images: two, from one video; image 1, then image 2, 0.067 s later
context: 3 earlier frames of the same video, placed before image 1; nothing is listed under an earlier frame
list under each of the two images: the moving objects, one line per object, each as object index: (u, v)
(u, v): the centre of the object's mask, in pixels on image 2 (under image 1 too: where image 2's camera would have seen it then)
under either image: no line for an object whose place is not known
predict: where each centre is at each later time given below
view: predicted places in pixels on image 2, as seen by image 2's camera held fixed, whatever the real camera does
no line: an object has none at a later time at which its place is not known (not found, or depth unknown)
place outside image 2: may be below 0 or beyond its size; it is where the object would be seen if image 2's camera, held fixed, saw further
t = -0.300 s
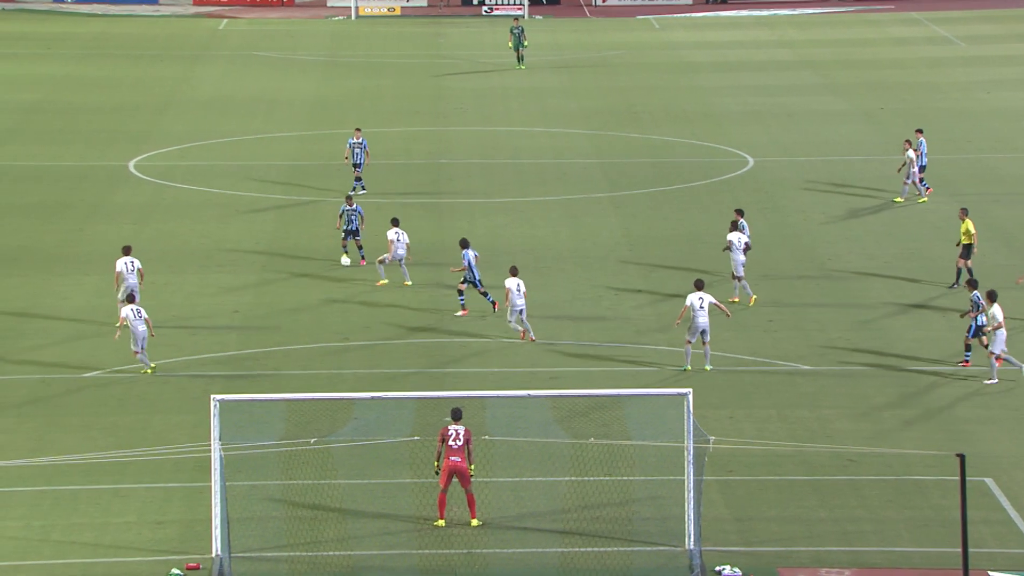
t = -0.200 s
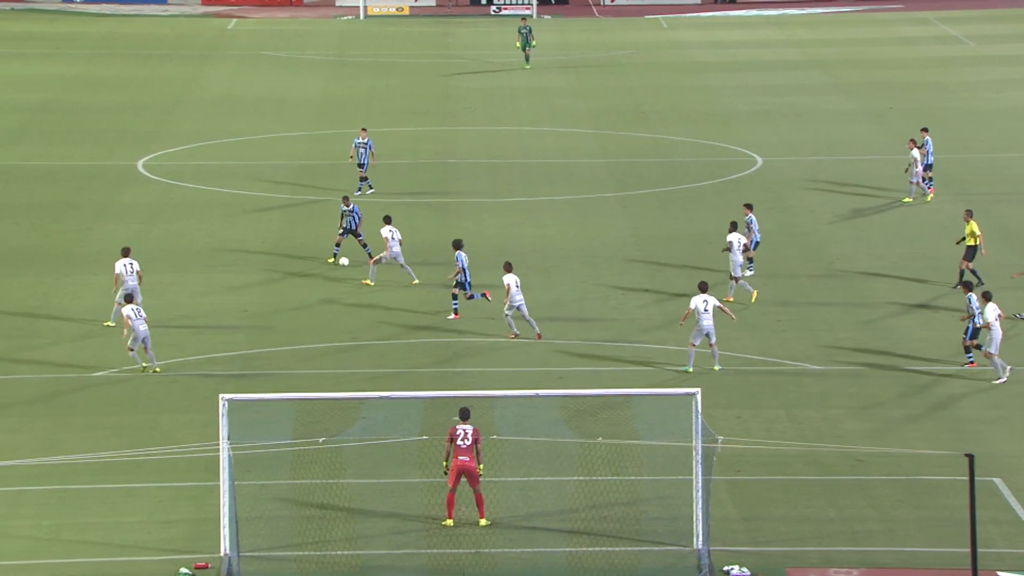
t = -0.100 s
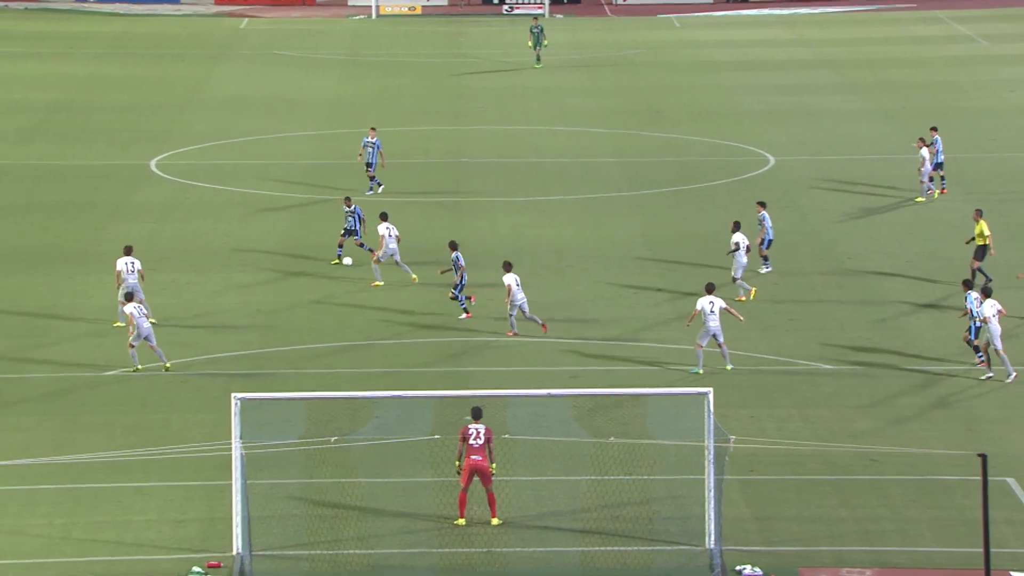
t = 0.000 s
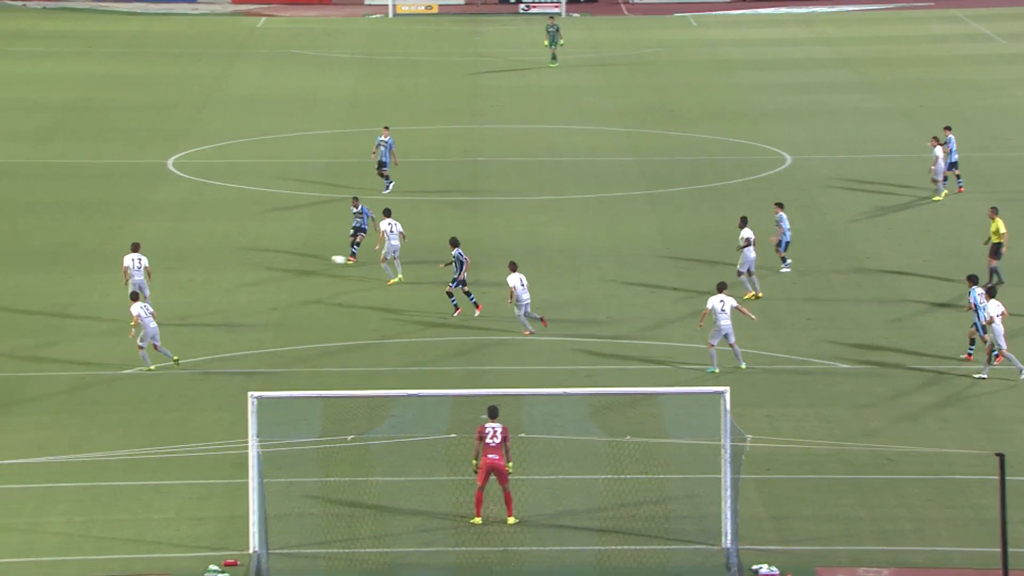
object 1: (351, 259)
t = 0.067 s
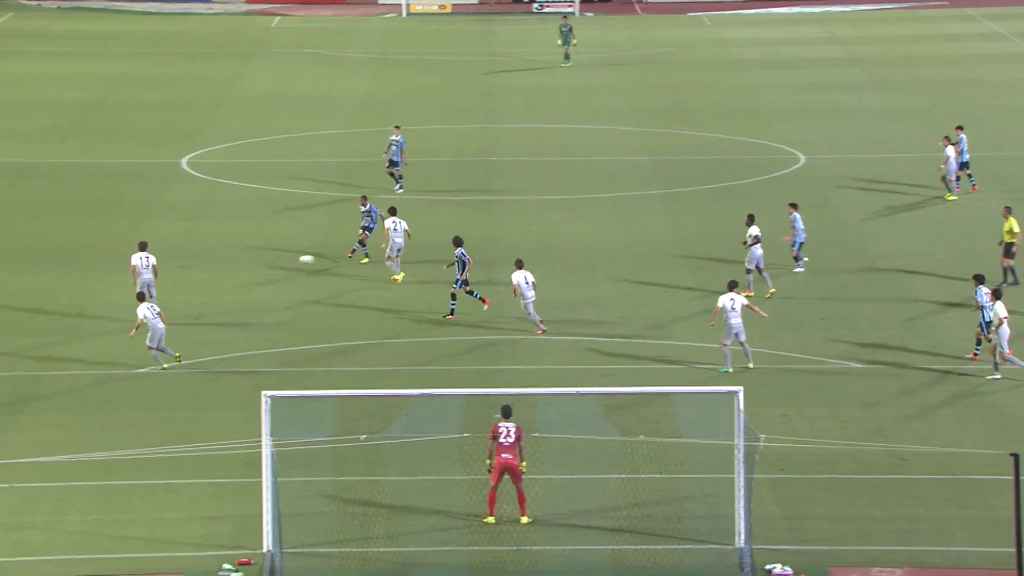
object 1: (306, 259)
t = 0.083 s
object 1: (294, 259)
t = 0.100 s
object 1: (284, 260)
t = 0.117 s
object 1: (274, 259)
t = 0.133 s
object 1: (263, 261)
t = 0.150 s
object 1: (252, 261)
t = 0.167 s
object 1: (242, 262)
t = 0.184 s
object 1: (230, 263)
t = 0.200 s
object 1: (220, 264)
